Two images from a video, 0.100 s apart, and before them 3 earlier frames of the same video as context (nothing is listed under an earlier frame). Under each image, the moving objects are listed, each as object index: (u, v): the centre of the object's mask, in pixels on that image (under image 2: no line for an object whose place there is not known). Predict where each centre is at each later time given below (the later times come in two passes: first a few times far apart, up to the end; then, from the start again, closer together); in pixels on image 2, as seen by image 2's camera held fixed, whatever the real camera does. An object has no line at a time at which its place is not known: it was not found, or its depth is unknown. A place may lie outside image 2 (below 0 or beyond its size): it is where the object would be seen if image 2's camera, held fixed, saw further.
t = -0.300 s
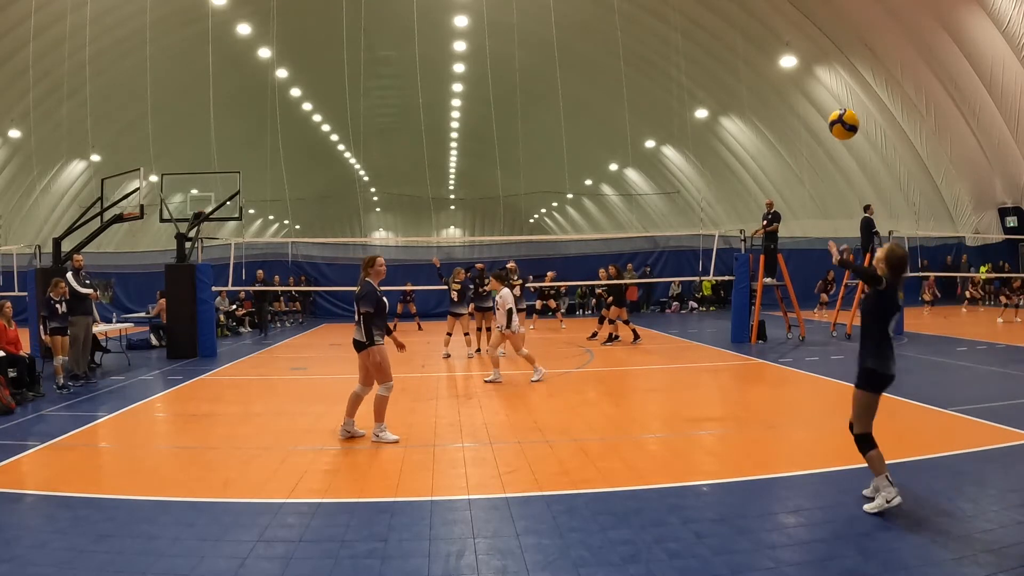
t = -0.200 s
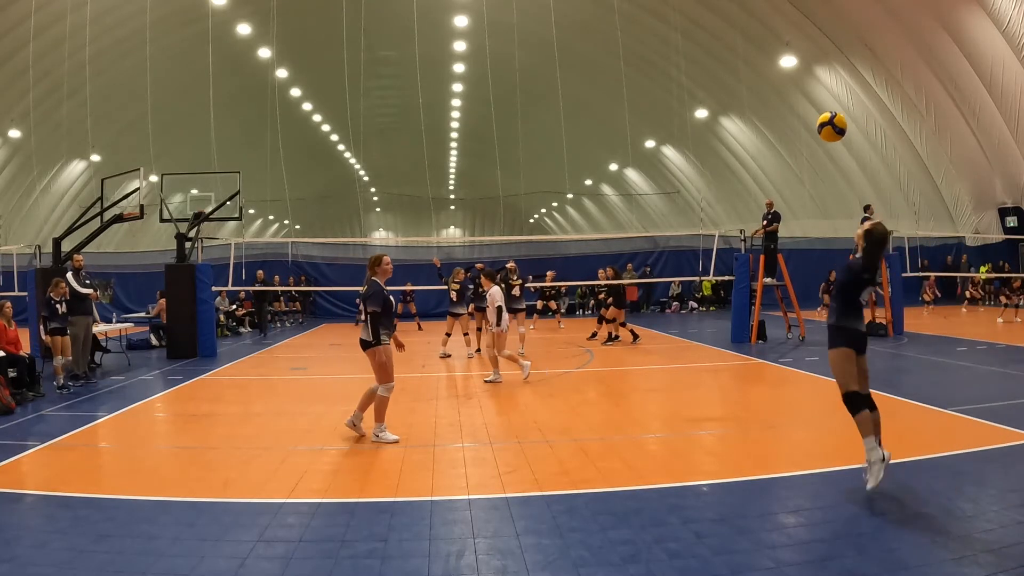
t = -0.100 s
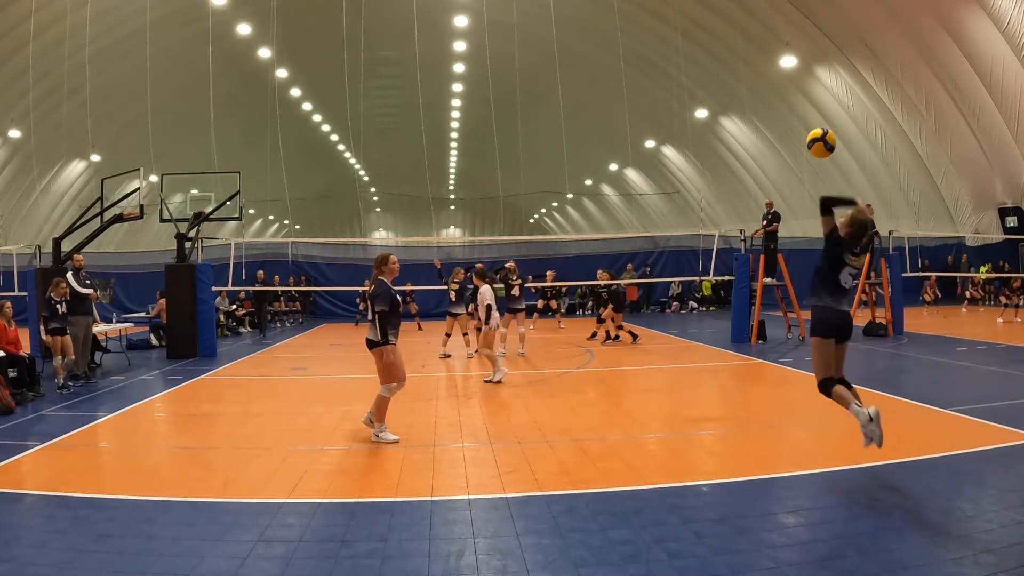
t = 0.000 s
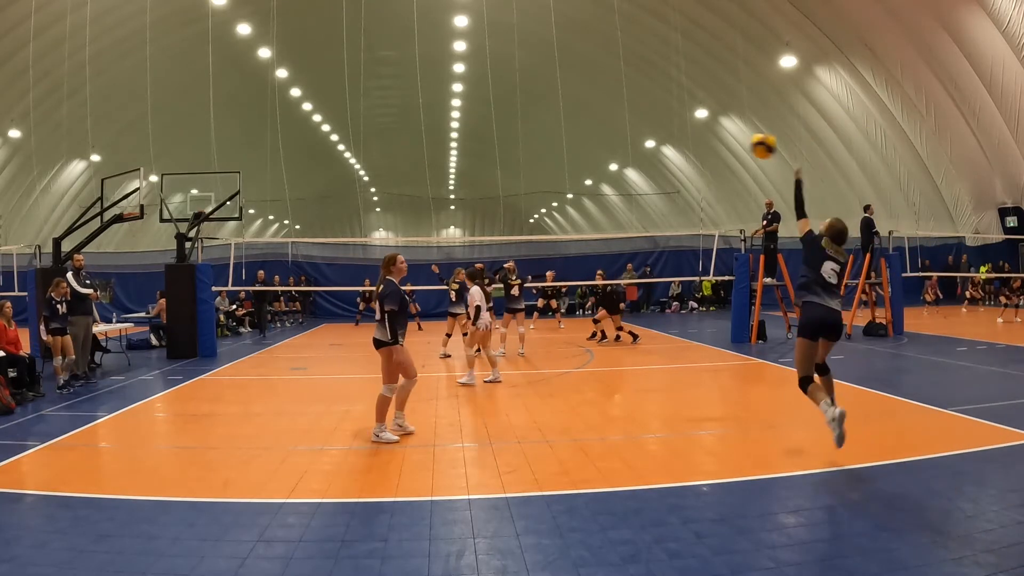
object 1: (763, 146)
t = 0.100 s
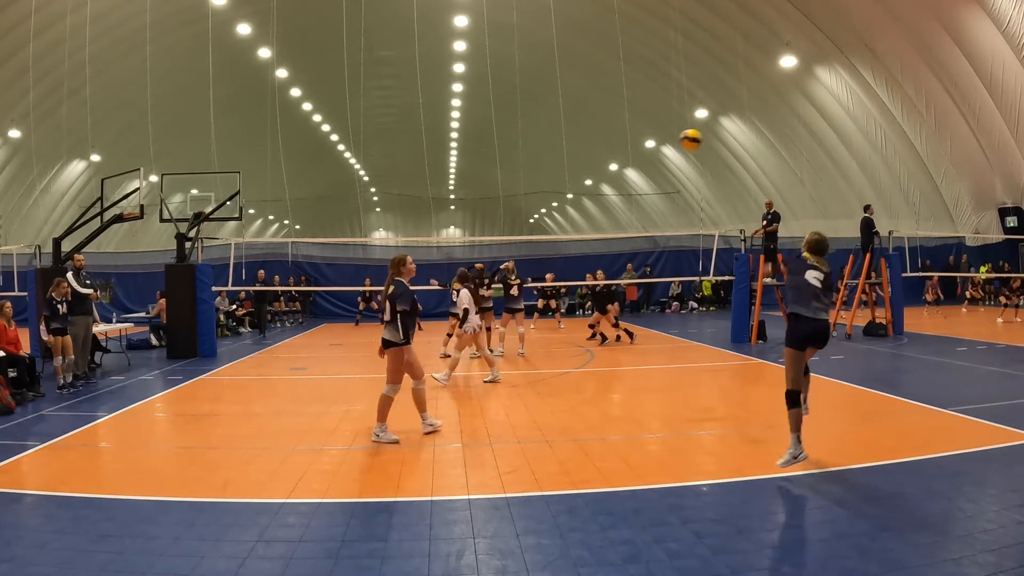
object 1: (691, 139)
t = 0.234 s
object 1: (633, 145)
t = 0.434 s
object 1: (585, 172)
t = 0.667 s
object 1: (547, 211)
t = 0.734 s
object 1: (539, 222)
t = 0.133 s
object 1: (673, 139)
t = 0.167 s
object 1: (658, 141)
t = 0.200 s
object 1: (645, 143)
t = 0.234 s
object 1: (633, 145)
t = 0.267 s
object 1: (623, 149)
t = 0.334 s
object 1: (606, 157)
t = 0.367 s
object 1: (599, 161)
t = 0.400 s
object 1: (591, 167)
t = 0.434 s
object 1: (585, 172)
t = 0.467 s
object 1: (578, 178)
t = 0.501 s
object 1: (573, 182)
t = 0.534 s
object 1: (567, 188)
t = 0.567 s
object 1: (562, 194)
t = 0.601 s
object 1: (557, 199)
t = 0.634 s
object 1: (552, 206)
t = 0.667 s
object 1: (547, 211)
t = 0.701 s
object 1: (543, 217)
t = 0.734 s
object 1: (539, 222)
